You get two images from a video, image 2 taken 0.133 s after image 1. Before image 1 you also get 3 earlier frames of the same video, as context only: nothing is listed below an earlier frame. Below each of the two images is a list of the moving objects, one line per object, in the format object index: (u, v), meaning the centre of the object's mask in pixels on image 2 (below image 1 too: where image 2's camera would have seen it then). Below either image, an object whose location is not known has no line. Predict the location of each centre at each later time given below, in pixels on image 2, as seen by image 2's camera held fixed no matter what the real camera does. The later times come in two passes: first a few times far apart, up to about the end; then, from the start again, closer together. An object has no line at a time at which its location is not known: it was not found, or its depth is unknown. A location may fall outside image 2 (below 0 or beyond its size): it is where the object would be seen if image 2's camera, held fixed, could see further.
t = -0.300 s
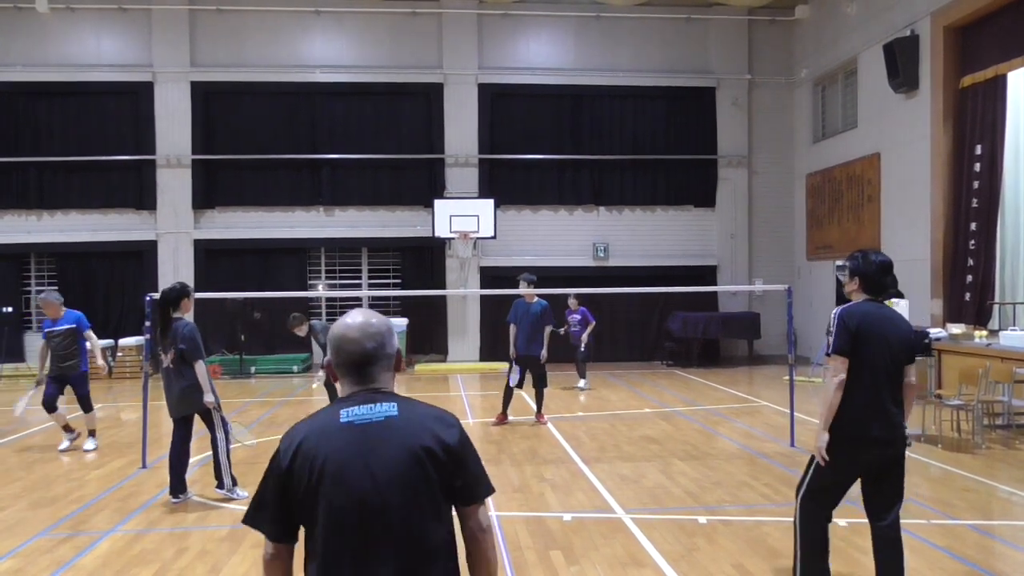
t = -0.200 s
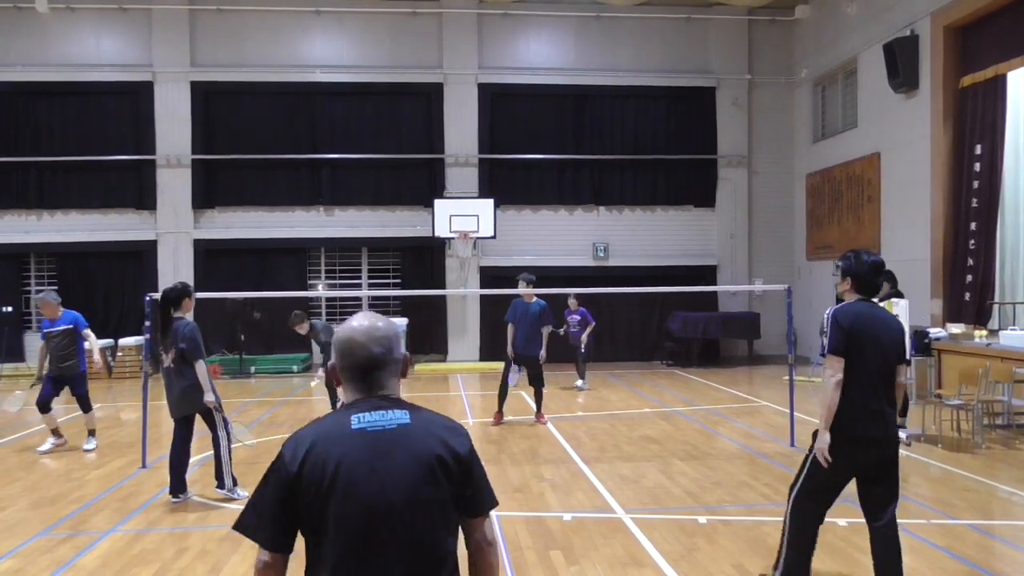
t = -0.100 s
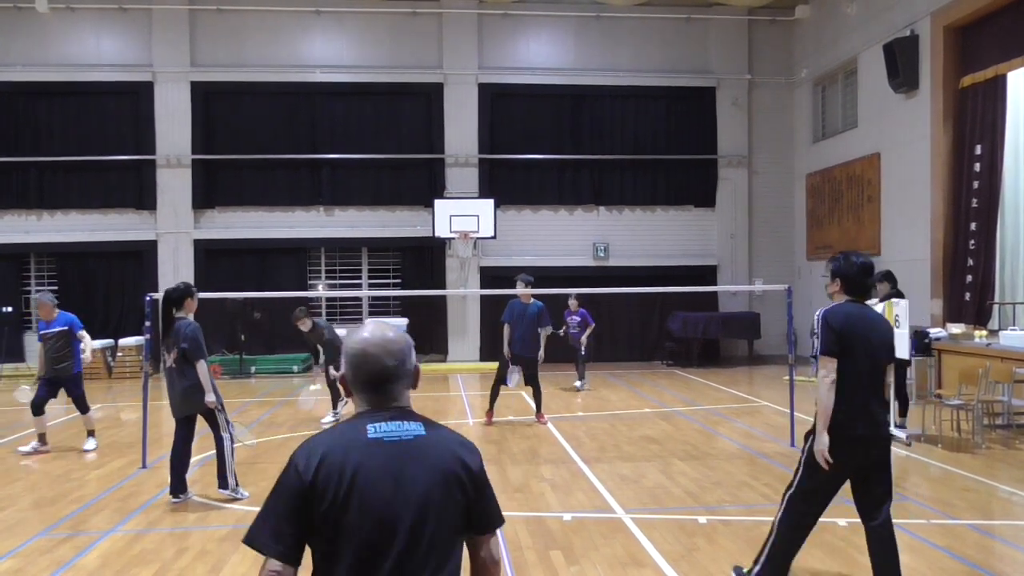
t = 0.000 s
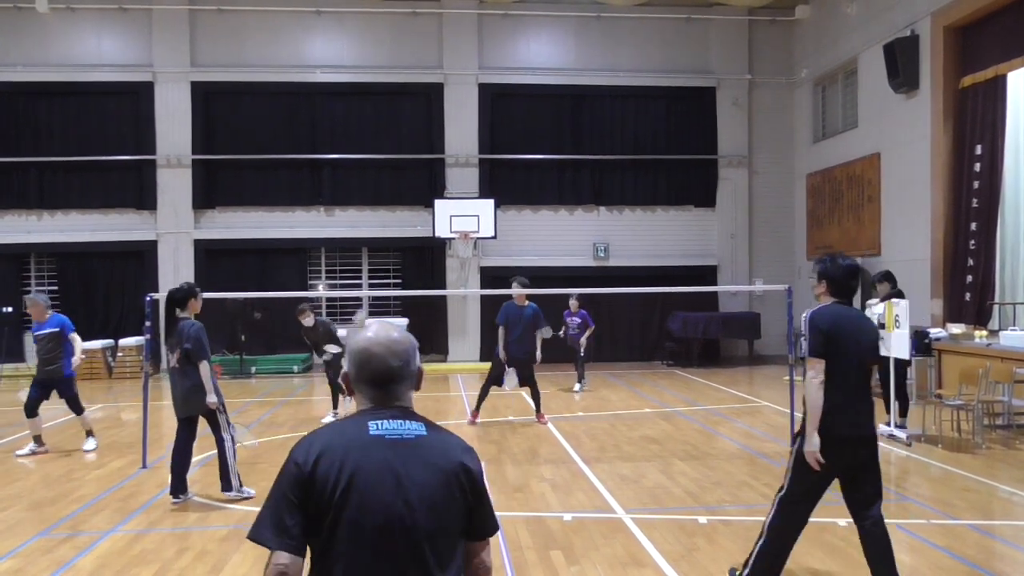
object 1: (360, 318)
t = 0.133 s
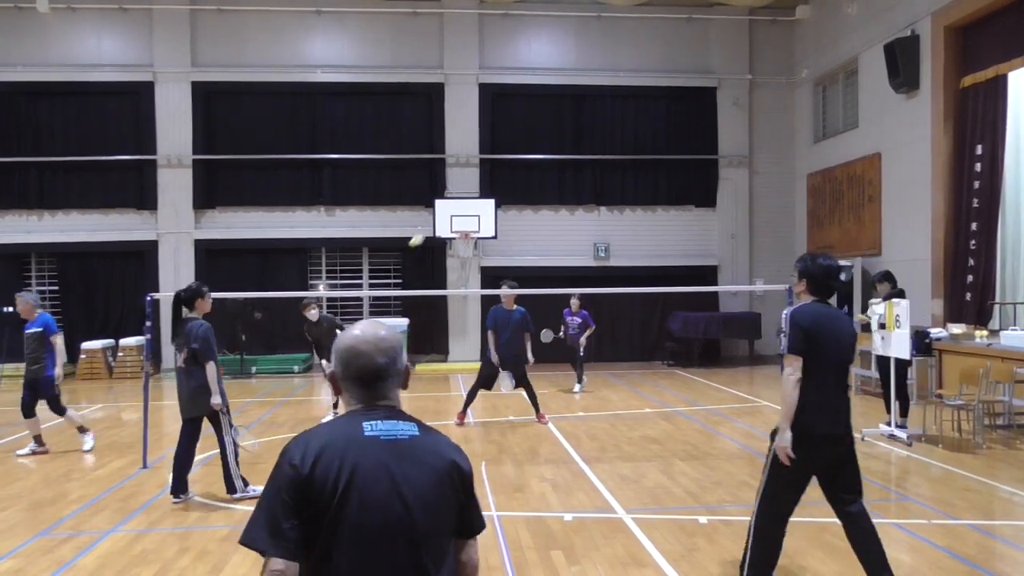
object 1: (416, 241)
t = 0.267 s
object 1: (462, 190)
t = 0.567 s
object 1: (564, 154)
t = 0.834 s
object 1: (649, 212)
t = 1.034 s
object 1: (702, 316)
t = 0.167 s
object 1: (428, 225)
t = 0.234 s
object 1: (452, 198)
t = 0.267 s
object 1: (462, 190)
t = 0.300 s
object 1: (475, 181)
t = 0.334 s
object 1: (486, 173)
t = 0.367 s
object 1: (497, 167)
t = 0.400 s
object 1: (509, 161)
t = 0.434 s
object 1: (520, 157)
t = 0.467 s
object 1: (532, 154)
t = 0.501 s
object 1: (543, 153)
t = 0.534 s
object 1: (553, 152)
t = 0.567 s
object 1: (564, 154)
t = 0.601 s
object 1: (575, 156)
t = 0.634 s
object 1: (585, 160)
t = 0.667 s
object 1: (595, 165)
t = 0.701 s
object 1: (606, 171)
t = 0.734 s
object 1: (618, 179)
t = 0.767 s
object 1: (629, 190)
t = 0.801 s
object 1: (640, 200)
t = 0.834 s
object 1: (649, 212)
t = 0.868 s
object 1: (659, 227)
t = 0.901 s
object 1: (668, 242)
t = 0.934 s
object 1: (676, 259)
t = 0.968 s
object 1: (685, 276)
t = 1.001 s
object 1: (694, 296)
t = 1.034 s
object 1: (702, 316)
